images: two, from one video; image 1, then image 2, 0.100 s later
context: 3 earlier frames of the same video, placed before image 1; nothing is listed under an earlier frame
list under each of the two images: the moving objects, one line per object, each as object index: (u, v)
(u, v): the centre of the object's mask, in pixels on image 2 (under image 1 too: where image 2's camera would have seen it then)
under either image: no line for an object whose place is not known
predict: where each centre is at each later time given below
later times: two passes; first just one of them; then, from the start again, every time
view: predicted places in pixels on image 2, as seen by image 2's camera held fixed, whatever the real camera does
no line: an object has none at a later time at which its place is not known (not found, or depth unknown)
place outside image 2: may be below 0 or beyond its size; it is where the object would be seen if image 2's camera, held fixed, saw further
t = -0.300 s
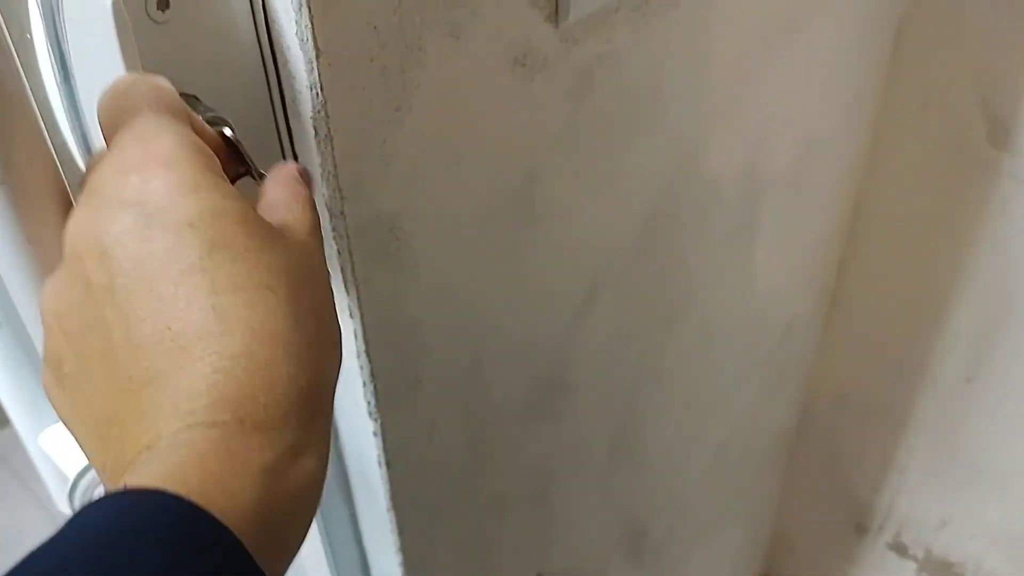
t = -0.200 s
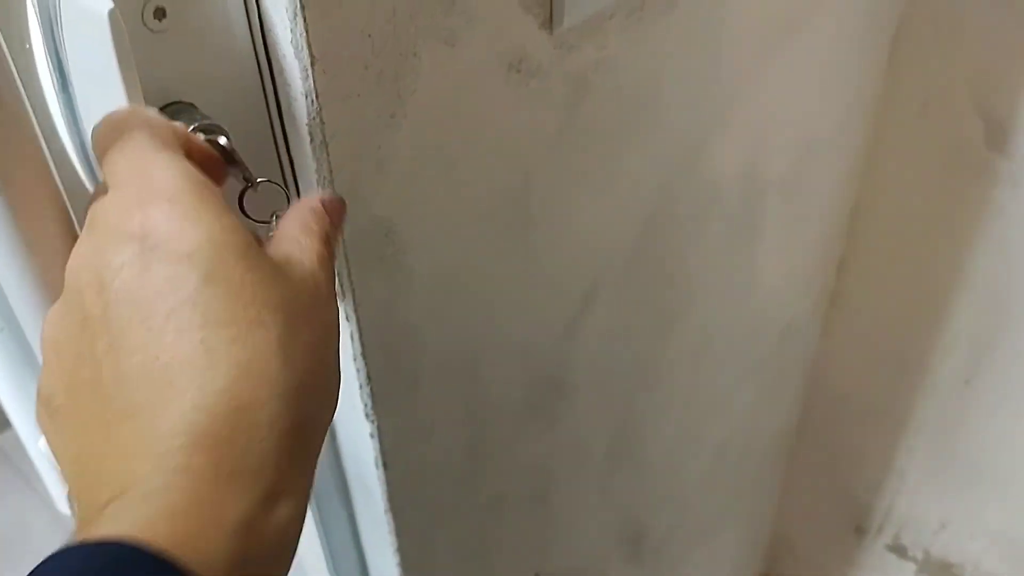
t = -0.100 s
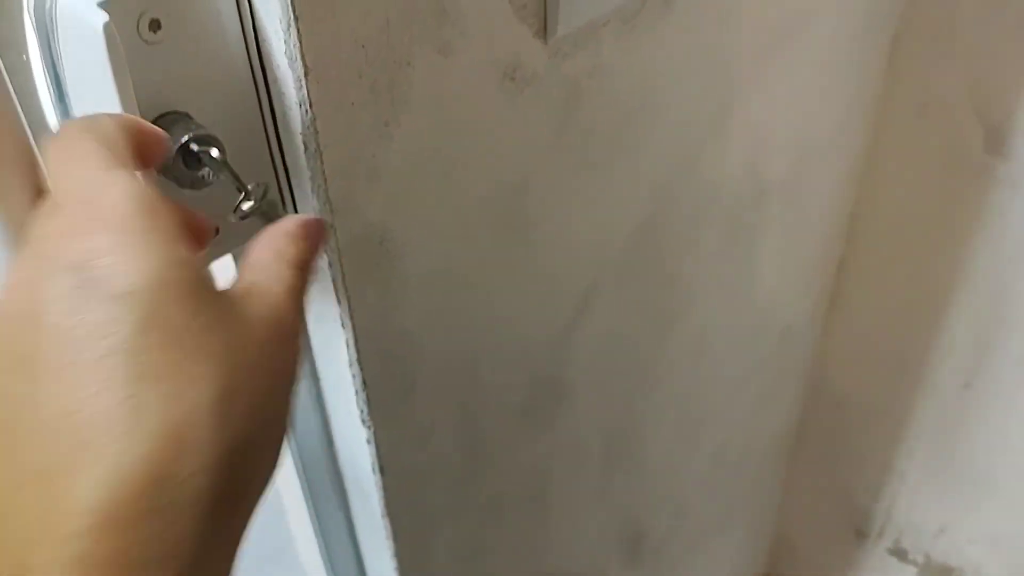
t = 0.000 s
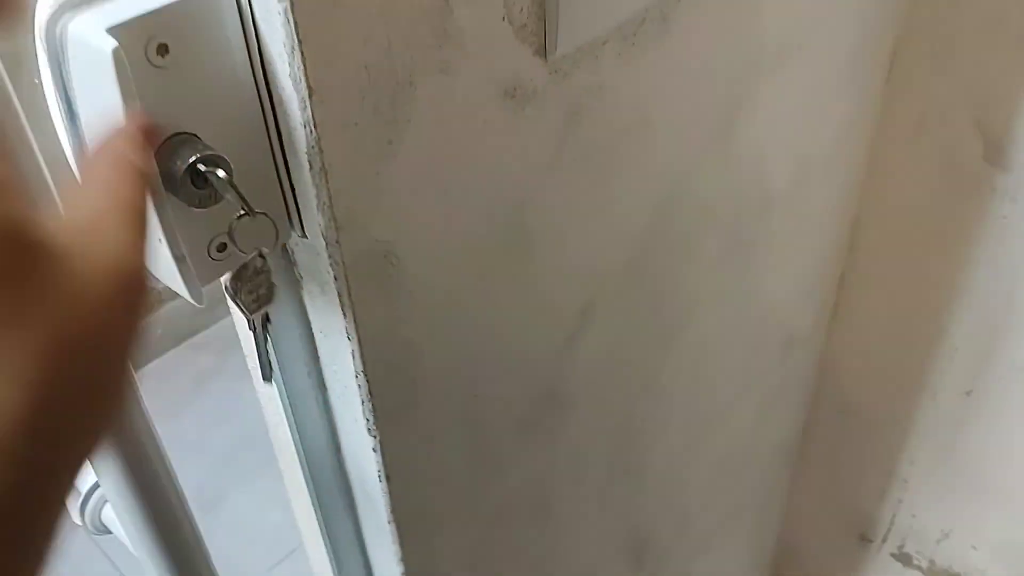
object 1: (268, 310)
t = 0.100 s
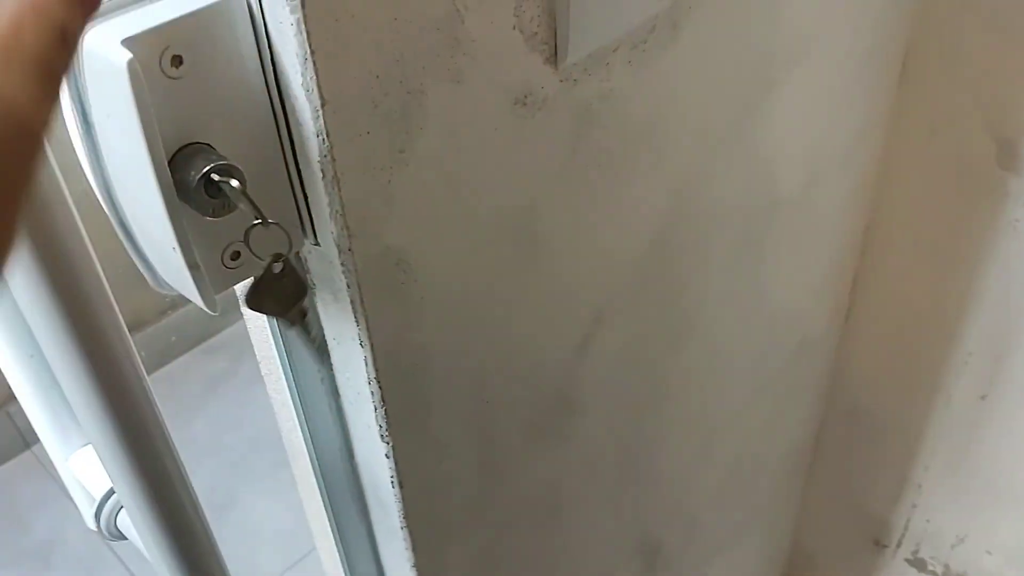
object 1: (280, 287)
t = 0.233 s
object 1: (281, 242)
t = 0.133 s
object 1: (279, 268)
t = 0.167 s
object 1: (279, 248)
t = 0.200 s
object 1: (279, 241)
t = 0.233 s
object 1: (281, 242)
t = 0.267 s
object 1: (278, 252)
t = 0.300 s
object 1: (270, 268)
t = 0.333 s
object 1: (264, 283)
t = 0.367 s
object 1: (264, 291)
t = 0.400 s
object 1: (268, 292)
